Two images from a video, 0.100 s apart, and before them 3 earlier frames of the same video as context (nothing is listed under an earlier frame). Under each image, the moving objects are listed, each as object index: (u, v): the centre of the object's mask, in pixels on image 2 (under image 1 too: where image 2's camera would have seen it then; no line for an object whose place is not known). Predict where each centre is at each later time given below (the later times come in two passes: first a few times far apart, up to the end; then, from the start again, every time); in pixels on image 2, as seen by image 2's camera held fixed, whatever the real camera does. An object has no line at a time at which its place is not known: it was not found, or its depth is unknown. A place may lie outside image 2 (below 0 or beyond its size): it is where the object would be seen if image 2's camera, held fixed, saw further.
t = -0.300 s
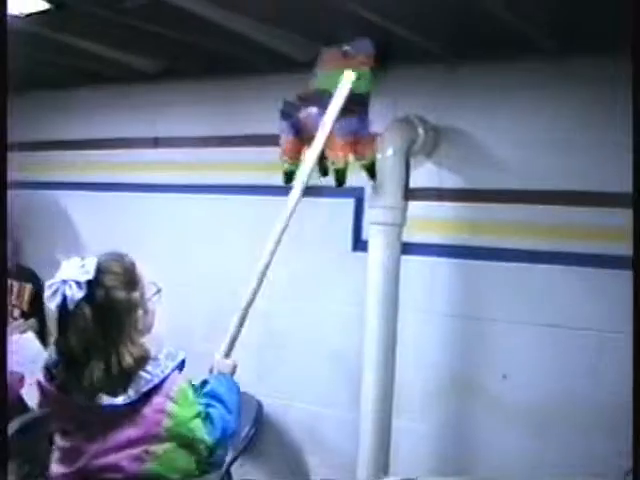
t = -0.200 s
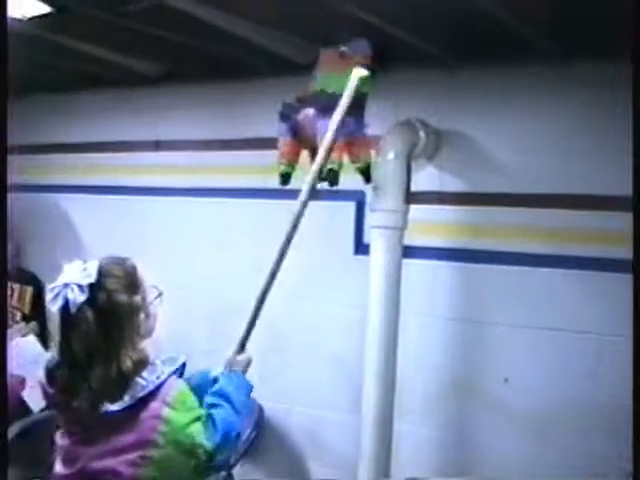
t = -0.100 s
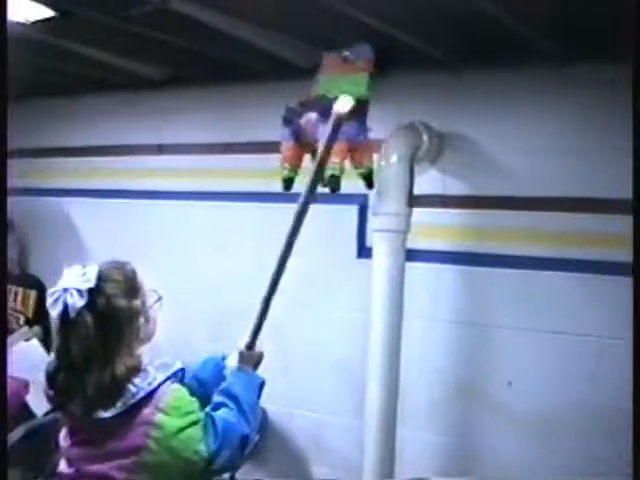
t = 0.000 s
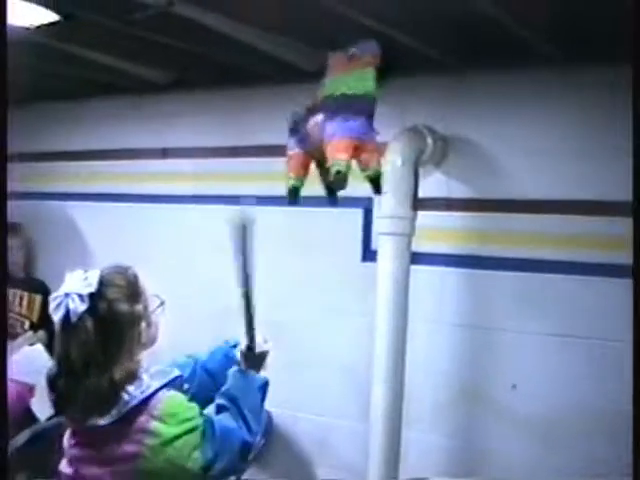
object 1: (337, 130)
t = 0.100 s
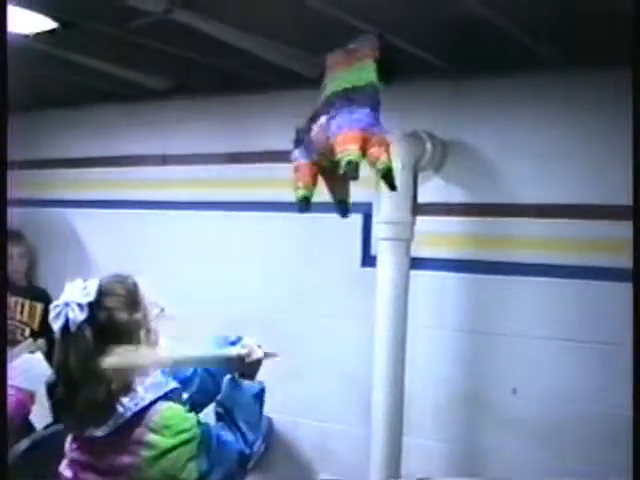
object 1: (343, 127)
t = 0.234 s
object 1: (354, 121)
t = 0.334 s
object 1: (360, 114)
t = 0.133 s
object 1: (345, 126)
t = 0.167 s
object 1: (348, 125)
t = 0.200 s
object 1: (350, 123)
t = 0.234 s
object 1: (354, 121)
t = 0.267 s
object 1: (356, 119)
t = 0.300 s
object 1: (358, 117)
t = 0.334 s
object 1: (360, 114)
